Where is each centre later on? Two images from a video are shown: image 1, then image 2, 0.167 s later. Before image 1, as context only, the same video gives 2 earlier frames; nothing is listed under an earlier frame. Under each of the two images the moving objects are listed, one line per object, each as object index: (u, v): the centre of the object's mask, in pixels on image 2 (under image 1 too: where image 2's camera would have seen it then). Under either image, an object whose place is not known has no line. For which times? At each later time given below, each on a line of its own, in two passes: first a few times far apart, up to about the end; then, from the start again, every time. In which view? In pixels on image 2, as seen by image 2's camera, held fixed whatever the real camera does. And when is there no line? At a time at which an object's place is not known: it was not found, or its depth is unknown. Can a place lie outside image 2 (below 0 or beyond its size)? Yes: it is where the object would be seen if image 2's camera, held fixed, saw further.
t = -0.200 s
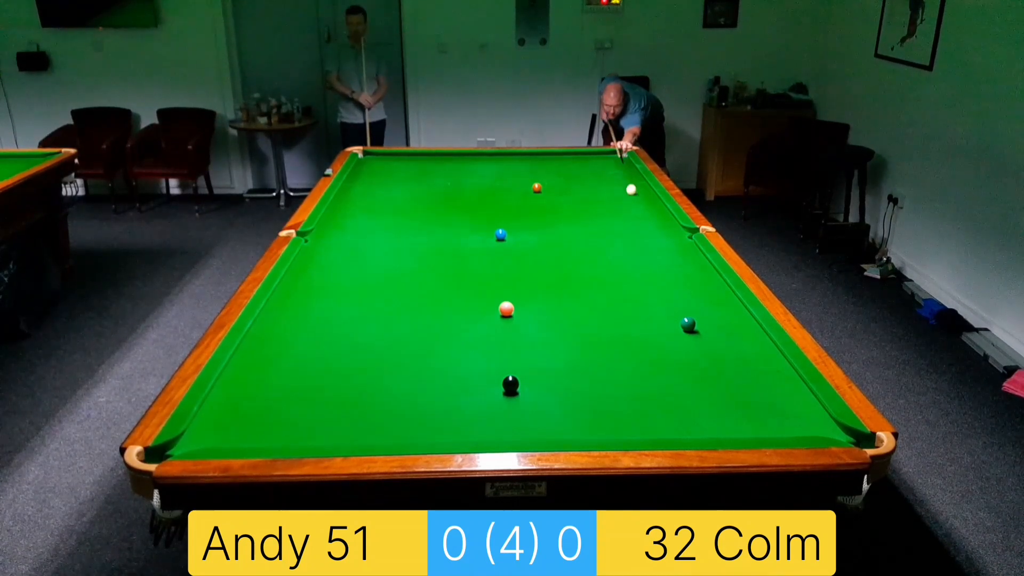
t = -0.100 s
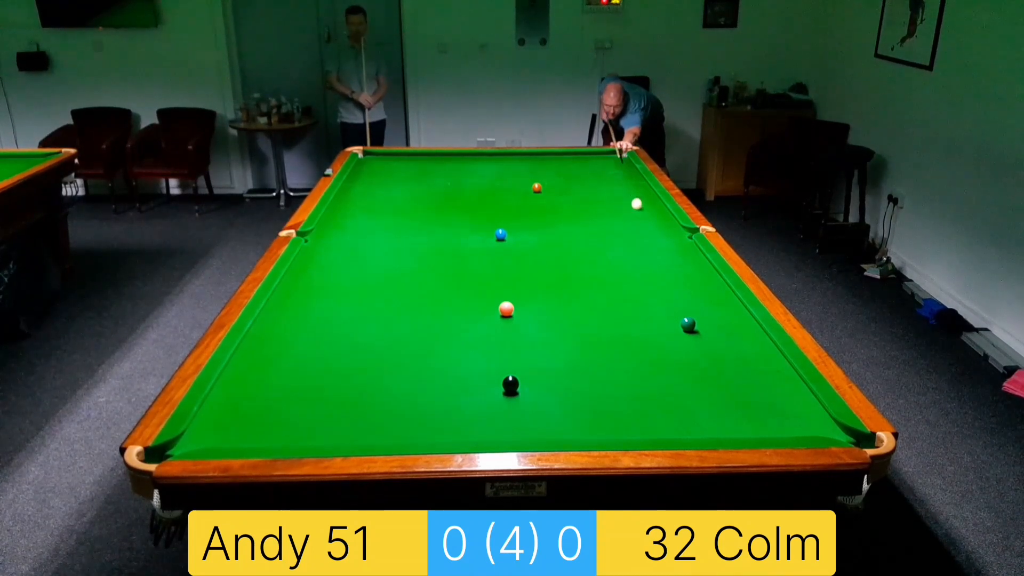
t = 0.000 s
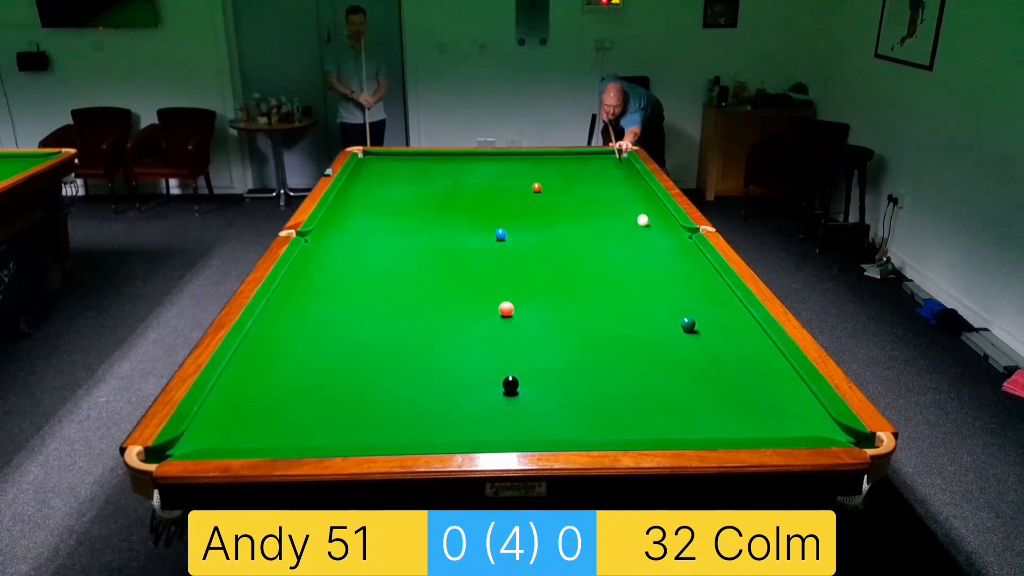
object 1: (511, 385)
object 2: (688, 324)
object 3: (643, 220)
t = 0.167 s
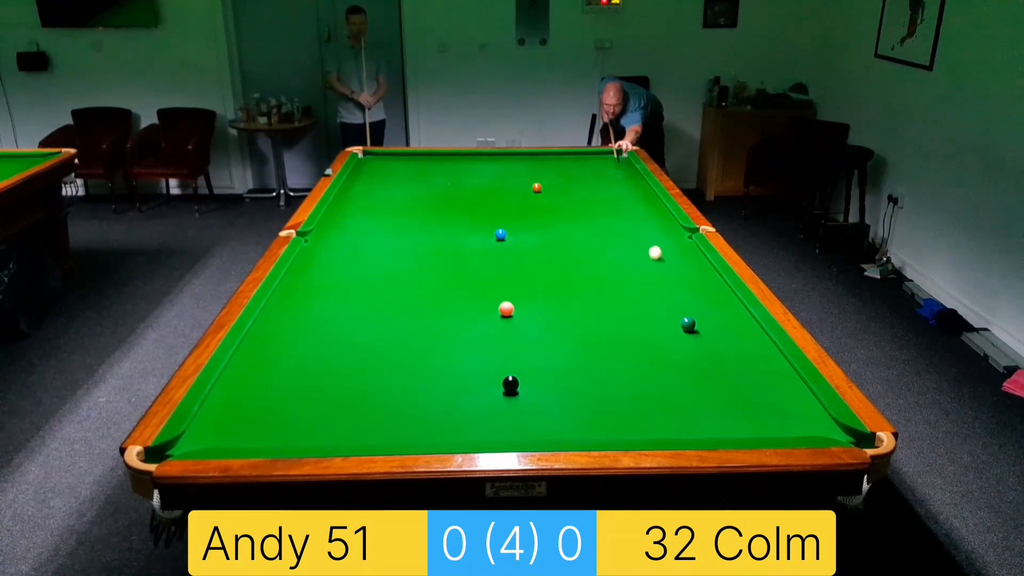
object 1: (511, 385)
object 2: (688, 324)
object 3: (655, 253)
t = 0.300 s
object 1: (511, 385)
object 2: (688, 324)
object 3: (668, 285)
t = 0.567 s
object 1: (511, 386)
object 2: (749, 374)
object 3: (648, 327)
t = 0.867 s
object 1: (510, 386)
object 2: (815, 426)
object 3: (597, 363)
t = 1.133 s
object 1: (510, 386)
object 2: (743, 419)
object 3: (547, 403)
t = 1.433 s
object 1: (510, 386)
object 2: (667, 410)
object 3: (486, 423)
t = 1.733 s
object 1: (510, 386)
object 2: (598, 402)
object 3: (443, 392)
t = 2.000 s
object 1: (510, 385)
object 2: (541, 395)
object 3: (410, 369)
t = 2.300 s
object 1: (507, 381)
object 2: (486, 394)
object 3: (378, 346)
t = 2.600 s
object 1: (503, 375)
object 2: (435, 397)
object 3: (351, 326)
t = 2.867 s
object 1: (500, 370)
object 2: (391, 400)
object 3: (329, 311)
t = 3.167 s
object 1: (498, 366)
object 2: (345, 403)
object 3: (308, 296)
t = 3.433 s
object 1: (497, 364)
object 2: (305, 405)
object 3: (291, 284)
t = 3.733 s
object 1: (495, 362)
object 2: (263, 408)
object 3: (303, 274)
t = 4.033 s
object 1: (495, 361)
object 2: (224, 410)
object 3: (321, 265)
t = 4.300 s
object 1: (495, 361)
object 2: (215, 412)
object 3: (336, 258)
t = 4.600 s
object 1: (495, 361)
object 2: (235, 412)
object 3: (350, 251)
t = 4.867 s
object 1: (495, 361)
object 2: (251, 412)
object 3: (361, 246)
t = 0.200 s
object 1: (511, 385)
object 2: (688, 324)
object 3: (658, 260)
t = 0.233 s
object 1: (511, 385)
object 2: (688, 324)
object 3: (661, 268)
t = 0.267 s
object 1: (511, 385)
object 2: (688, 324)
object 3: (664, 276)
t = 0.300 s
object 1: (511, 385)
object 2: (688, 324)
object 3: (668, 285)
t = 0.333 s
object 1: (511, 386)
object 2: (688, 324)
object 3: (671, 294)
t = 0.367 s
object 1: (511, 385)
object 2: (688, 324)
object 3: (675, 304)
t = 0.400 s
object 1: (511, 385)
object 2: (688, 324)
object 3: (678, 314)
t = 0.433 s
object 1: (511, 386)
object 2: (697, 332)
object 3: (674, 319)
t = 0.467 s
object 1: (511, 386)
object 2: (710, 341)
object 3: (667, 320)
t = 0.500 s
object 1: (511, 386)
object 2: (723, 352)
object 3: (660, 322)
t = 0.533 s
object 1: (511, 386)
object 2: (735, 363)
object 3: (654, 324)
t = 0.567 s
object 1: (511, 386)
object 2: (749, 374)
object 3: (648, 327)
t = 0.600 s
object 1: (511, 386)
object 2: (763, 385)
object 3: (641, 330)
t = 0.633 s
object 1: (511, 386)
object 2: (776, 396)
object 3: (636, 333)
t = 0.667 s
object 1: (510, 386)
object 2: (790, 408)
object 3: (630, 337)
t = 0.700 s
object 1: (510, 386)
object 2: (804, 419)
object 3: (625, 341)
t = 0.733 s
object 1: (510, 386)
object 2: (818, 429)
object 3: (619, 345)
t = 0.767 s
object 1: (510, 386)
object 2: (829, 431)
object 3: (614, 349)
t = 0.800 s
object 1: (510, 386)
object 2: (834, 426)
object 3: (608, 354)
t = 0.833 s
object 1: (510, 386)
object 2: (826, 426)
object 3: (603, 358)
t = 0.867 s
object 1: (510, 386)
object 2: (815, 426)
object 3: (597, 363)
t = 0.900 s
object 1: (510, 386)
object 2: (806, 425)
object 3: (591, 368)
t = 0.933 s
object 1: (510, 386)
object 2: (796, 424)
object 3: (585, 372)
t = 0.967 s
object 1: (510, 386)
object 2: (787, 423)
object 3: (579, 377)
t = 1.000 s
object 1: (510, 386)
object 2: (779, 422)
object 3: (573, 382)
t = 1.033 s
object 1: (510, 386)
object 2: (769, 421)
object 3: (567, 387)
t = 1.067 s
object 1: (510, 386)
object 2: (760, 421)
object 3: (560, 392)
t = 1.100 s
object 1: (510, 386)
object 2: (752, 419)
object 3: (554, 398)
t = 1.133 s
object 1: (510, 386)
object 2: (743, 419)
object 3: (547, 403)
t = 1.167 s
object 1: (511, 386)
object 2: (734, 418)
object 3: (540, 409)
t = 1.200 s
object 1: (510, 386)
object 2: (726, 416)
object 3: (533, 414)
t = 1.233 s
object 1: (511, 386)
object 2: (717, 415)
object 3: (525, 420)
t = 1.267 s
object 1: (511, 386)
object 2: (708, 414)
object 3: (518, 427)
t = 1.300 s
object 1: (510, 386)
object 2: (700, 414)
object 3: (510, 431)
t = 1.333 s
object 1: (510, 386)
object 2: (692, 413)
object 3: (502, 434)
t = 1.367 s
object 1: (510, 386)
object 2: (683, 412)
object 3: (497, 431)
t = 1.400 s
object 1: (511, 386)
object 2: (675, 411)
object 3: (492, 428)
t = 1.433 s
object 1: (510, 386)
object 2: (667, 410)
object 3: (486, 423)
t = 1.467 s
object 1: (510, 386)
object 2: (660, 409)
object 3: (481, 420)
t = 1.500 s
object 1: (511, 386)
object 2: (651, 408)
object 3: (476, 416)
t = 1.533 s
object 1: (511, 386)
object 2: (643, 407)
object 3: (471, 412)
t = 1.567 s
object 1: (511, 385)
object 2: (636, 406)
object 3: (466, 409)
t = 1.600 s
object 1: (510, 386)
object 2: (628, 406)
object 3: (461, 405)
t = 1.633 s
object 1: (511, 386)
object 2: (620, 405)
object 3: (457, 402)
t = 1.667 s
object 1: (511, 386)
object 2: (613, 403)
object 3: (452, 399)
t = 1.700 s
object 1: (510, 386)
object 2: (605, 403)
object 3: (448, 395)
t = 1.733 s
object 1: (510, 386)
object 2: (598, 402)
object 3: (443, 392)
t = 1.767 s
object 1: (510, 386)
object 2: (591, 401)
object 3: (439, 389)
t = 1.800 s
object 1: (510, 386)
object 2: (584, 400)
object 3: (434, 386)
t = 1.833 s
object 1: (510, 386)
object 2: (576, 400)
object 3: (430, 383)
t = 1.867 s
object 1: (510, 386)
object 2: (569, 399)
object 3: (426, 380)
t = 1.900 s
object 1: (510, 386)
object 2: (562, 398)
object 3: (422, 377)
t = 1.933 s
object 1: (510, 386)
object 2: (555, 397)
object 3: (418, 374)
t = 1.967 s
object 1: (510, 386)
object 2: (548, 396)
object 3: (414, 371)
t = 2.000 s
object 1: (510, 385)
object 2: (541, 395)
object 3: (410, 369)
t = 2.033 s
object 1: (511, 385)
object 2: (534, 395)
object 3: (407, 366)
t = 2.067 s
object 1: (510, 385)
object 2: (528, 394)
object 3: (403, 363)
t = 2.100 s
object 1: (509, 384)
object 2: (521, 393)
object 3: (399, 361)
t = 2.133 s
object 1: (509, 382)
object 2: (514, 392)
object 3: (396, 358)
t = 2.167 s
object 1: (510, 380)
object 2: (509, 392)
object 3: (392, 355)
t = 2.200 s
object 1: (510, 381)
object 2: (503, 393)
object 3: (389, 353)
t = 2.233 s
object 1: (509, 382)
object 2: (497, 393)
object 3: (385, 351)
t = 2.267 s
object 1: (508, 382)
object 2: (491, 394)
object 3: (382, 348)
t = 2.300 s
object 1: (507, 381)
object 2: (486, 394)
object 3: (378, 346)
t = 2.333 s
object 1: (507, 380)
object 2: (480, 395)
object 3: (375, 343)
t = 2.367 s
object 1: (506, 380)
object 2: (474, 395)
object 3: (372, 341)
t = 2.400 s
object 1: (506, 379)
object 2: (469, 395)
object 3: (369, 339)
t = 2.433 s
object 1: (505, 378)
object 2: (463, 396)
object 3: (365, 337)
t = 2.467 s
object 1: (505, 378)
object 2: (457, 396)
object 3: (362, 335)
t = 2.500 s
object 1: (505, 377)
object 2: (451, 396)
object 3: (359, 333)
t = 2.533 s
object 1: (504, 376)
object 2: (446, 397)
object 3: (356, 330)
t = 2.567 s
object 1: (504, 375)
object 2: (441, 397)
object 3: (353, 328)
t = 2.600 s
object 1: (503, 375)
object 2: (435, 397)
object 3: (351, 326)
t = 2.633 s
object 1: (503, 374)
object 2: (429, 398)
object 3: (348, 324)
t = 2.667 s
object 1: (503, 373)
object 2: (424, 398)
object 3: (345, 322)
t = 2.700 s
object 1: (502, 373)
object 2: (418, 398)
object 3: (342, 320)
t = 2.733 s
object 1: (502, 372)
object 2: (413, 399)
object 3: (340, 318)
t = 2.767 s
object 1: (501, 372)
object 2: (408, 399)
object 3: (337, 317)
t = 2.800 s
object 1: (501, 371)
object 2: (402, 399)
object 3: (334, 315)
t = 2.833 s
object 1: (501, 371)
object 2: (397, 399)
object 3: (332, 313)
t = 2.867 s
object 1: (500, 370)
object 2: (391, 400)
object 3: (329, 311)
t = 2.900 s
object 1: (500, 370)
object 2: (386, 400)
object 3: (327, 309)
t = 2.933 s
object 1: (500, 369)
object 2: (381, 401)
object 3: (324, 308)
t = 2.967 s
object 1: (500, 369)
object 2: (375, 401)
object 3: (322, 306)
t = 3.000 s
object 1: (499, 368)
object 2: (370, 401)
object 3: (319, 304)
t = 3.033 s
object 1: (499, 368)
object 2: (365, 402)
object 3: (317, 303)
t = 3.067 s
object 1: (499, 367)
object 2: (360, 402)
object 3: (314, 301)
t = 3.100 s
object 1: (498, 367)
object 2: (355, 402)
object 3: (312, 299)
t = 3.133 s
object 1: (498, 367)
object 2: (350, 402)
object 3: (310, 298)
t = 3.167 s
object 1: (498, 366)
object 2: (345, 403)
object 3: (308, 296)
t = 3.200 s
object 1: (498, 366)
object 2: (339, 403)
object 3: (305, 295)
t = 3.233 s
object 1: (498, 365)
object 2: (334, 403)
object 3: (303, 293)
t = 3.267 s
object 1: (497, 365)
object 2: (329, 404)
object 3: (301, 292)
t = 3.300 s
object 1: (497, 365)
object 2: (324, 404)
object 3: (299, 290)
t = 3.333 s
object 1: (497, 364)
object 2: (319, 405)
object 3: (297, 289)
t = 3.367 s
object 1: (497, 364)
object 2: (315, 405)
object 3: (295, 287)
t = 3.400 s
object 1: (497, 364)
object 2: (309, 405)
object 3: (293, 286)
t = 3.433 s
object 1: (497, 364)
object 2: (305, 405)
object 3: (291, 284)
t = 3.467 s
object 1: (496, 363)
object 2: (300, 406)
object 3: (289, 283)
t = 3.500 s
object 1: (496, 363)
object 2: (295, 406)
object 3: (287, 282)
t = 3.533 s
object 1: (496, 363)
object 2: (290, 406)
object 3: (288, 280)
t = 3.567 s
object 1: (496, 363)
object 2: (286, 406)
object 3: (291, 279)
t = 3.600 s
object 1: (496, 362)
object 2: (281, 407)
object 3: (293, 278)
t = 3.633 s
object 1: (496, 362)
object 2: (276, 407)
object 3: (296, 277)
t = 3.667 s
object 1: (496, 362)
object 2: (272, 407)
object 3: (298, 276)
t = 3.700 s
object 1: (495, 362)
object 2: (267, 408)
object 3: (300, 275)
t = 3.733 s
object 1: (495, 362)
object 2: (263, 408)
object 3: (303, 274)
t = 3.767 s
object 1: (495, 361)
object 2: (258, 408)
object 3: (305, 273)
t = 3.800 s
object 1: (495, 361)
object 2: (254, 409)
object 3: (307, 272)
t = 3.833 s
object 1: (495, 361)
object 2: (249, 409)
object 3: (309, 271)
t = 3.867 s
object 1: (495, 361)
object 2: (245, 409)
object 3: (311, 270)
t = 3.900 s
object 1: (495, 361)
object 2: (241, 409)
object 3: (313, 269)
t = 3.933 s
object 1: (495, 361)
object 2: (236, 410)
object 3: (315, 268)
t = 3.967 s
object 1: (495, 361)
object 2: (232, 410)
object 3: (317, 267)
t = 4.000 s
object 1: (495, 361)
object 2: (228, 410)
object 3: (319, 266)
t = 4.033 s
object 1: (495, 361)
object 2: (224, 410)
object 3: (321, 265)
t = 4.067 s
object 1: (495, 361)
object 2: (220, 410)
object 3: (323, 264)
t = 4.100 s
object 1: (495, 361)
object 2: (215, 411)
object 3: (325, 263)
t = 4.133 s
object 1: (495, 361)
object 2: (211, 411)
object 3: (327, 262)
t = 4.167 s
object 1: (495, 361)
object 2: (207, 411)
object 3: (329, 262)
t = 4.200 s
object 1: (495, 361)
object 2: (208, 411)
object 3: (330, 261)
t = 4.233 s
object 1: (495, 361)
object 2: (211, 412)
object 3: (332, 260)
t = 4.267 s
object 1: (495, 361)
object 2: (213, 412)
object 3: (334, 259)
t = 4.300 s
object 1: (495, 361)
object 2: (215, 412)
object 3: (336, 258)
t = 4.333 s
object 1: (495, 361)
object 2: (218, 412)
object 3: (337, 257)
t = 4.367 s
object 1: (495, 361)
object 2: (220, 412)
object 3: (339, 256)
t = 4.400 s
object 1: (495, 361)
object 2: (222, 412)
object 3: (341, 256)
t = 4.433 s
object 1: (495, 361)
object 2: (225, 412)
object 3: (343, 255)
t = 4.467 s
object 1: (495, 361)
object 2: (227, 412)
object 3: (344, 254)
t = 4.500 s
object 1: (495, 361)
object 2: (229, 412)
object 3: (346, 253)
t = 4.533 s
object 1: (495, 361)
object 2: (231, 412)
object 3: (347, 253)
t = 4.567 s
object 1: (495, 361)
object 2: (233, 412)
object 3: (349, 252)
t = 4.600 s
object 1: (495, 361)
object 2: (235, 412)
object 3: (350, 251)
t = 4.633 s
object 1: (495, 361)
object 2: (237, 412)
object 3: (352, 251)
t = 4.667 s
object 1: (495, 361)
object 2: (239, 412)
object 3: (353, 250)
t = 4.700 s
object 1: (495, 361)
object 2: (241, 412)
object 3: (355, 249)
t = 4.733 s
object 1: (495, 361)
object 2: (243, 412)
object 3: (356, 248)
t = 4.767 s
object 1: (495, 361)
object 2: (245, 413)
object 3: (357, 248)
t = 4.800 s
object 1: (495, 361)
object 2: (247, 412)
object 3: (359, 247)
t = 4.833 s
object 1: (495, 361)
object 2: (249, 413)
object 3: (360, 246)
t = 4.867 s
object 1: (495, 361)
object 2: (251, 412)
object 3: (361, 246)
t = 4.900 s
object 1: (495, 361)
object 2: (252, 412)
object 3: (363, 245)
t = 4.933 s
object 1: (495, 361)
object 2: (254, 413)
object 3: (364, 244)
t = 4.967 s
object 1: (495, 361)
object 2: (256, 413)
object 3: (365, 244)
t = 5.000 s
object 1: (495, 361)
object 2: (257, 413)
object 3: (367, 243)
